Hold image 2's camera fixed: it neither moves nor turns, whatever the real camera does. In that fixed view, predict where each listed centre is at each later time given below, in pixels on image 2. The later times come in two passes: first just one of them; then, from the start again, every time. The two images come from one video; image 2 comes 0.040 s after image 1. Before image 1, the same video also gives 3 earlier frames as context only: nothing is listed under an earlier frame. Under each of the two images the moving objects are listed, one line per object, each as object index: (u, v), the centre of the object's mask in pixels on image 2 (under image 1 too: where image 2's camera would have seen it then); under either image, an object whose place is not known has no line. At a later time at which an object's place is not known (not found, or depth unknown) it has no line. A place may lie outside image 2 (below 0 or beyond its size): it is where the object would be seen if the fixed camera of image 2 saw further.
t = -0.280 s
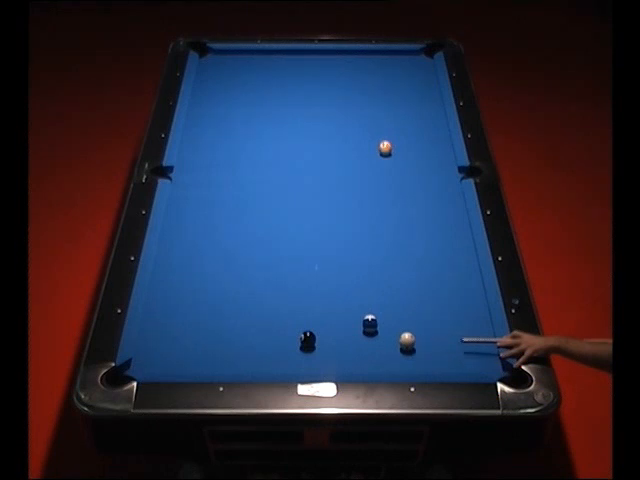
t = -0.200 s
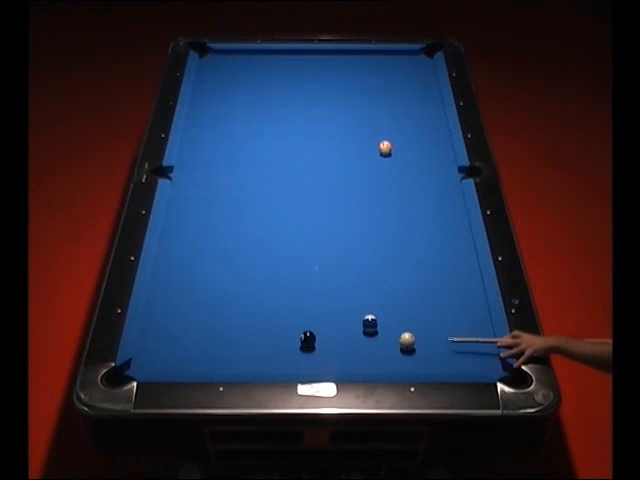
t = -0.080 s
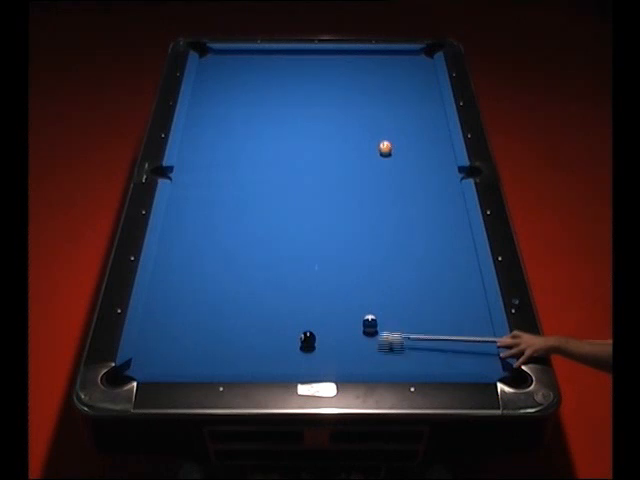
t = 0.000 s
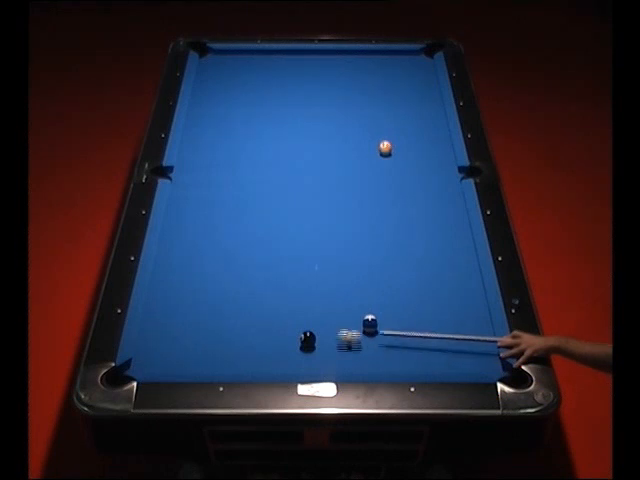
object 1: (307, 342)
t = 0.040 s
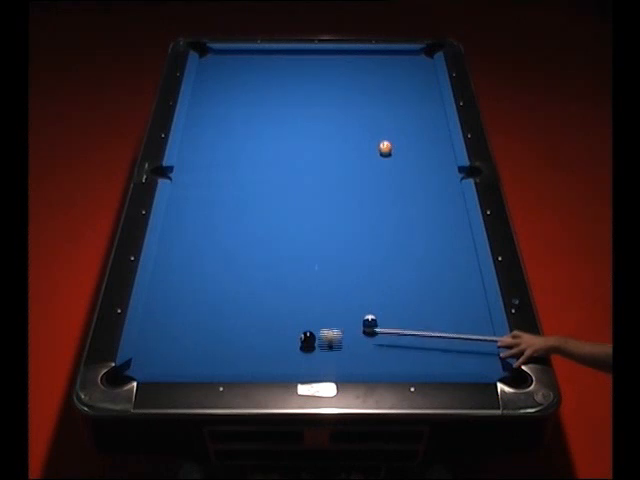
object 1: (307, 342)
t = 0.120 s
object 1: (281, 346)
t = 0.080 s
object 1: (297, 343)
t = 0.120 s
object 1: (281, 346)
